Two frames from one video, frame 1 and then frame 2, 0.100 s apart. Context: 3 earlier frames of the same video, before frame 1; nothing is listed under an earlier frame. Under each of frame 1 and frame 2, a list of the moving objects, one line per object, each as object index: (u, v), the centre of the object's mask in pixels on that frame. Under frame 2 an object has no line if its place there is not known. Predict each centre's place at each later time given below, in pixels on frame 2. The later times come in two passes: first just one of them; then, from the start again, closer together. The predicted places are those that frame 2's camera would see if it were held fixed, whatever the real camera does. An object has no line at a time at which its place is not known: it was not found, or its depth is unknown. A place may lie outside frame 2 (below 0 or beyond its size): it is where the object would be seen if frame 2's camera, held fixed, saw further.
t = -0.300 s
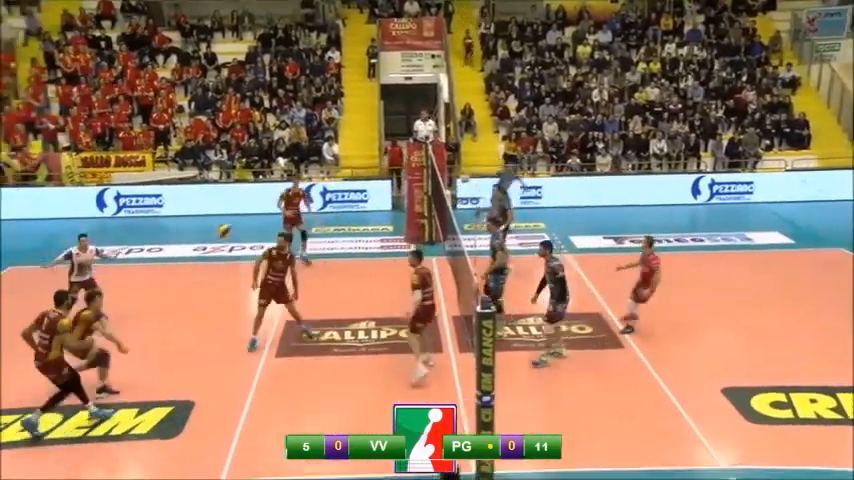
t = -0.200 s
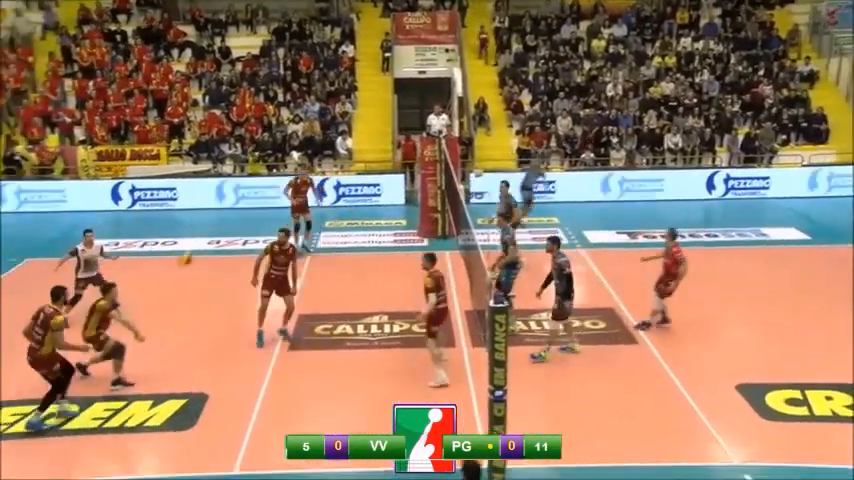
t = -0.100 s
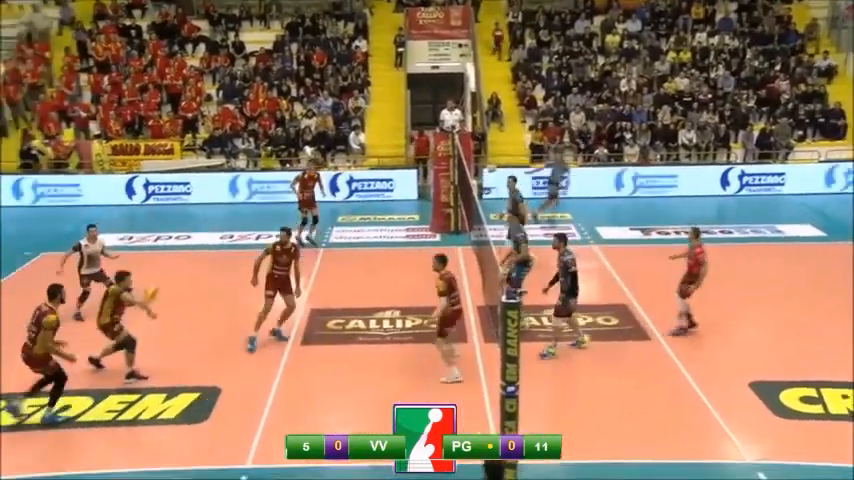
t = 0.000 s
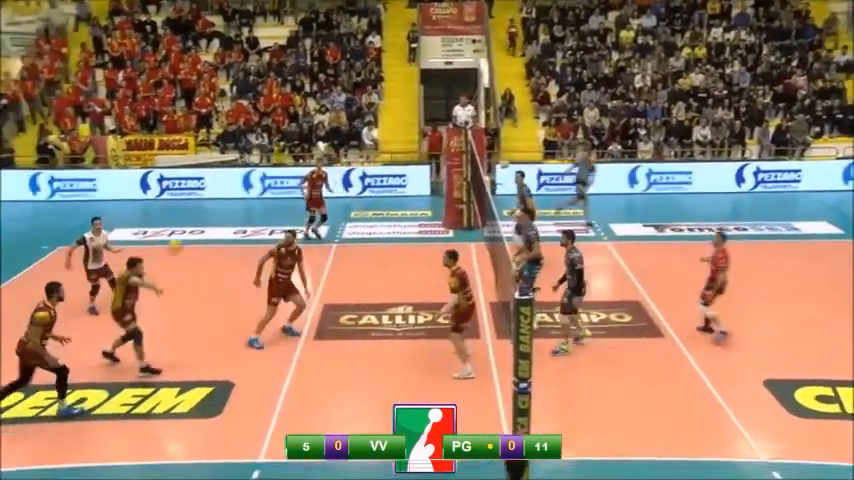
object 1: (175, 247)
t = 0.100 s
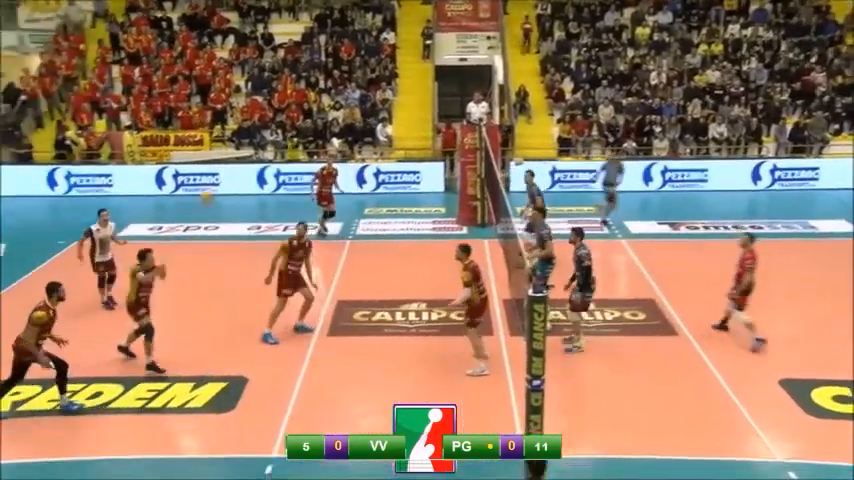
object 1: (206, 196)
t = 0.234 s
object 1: (230, 151)
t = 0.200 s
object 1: (225, 157)
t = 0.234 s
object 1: (230, 151)
